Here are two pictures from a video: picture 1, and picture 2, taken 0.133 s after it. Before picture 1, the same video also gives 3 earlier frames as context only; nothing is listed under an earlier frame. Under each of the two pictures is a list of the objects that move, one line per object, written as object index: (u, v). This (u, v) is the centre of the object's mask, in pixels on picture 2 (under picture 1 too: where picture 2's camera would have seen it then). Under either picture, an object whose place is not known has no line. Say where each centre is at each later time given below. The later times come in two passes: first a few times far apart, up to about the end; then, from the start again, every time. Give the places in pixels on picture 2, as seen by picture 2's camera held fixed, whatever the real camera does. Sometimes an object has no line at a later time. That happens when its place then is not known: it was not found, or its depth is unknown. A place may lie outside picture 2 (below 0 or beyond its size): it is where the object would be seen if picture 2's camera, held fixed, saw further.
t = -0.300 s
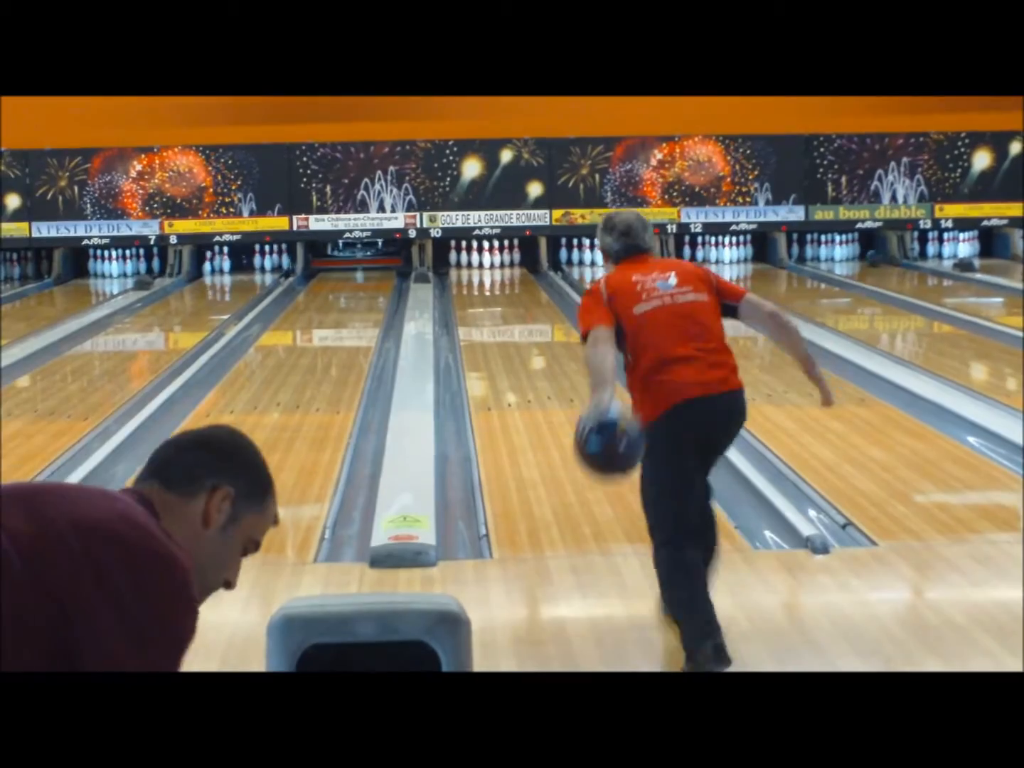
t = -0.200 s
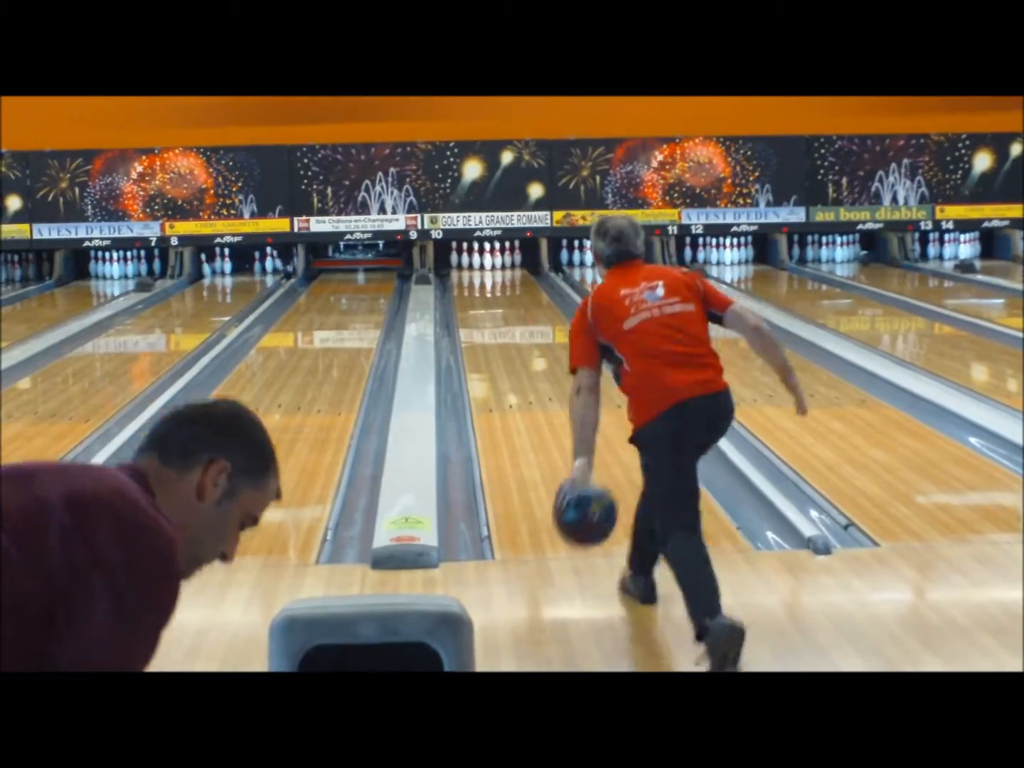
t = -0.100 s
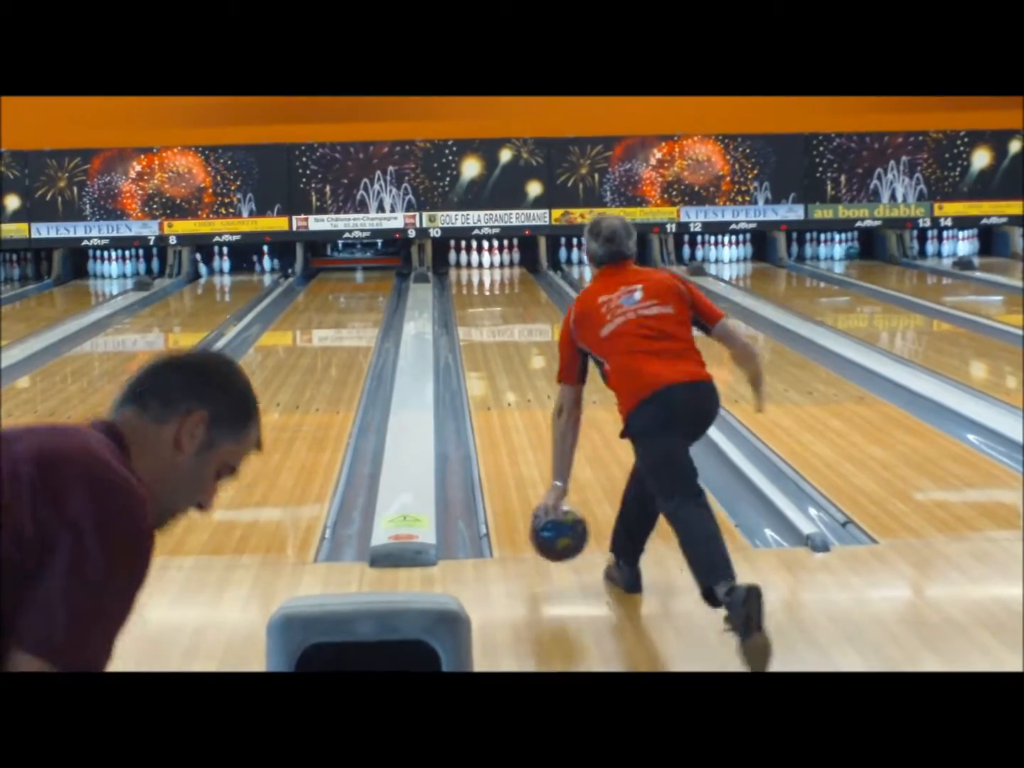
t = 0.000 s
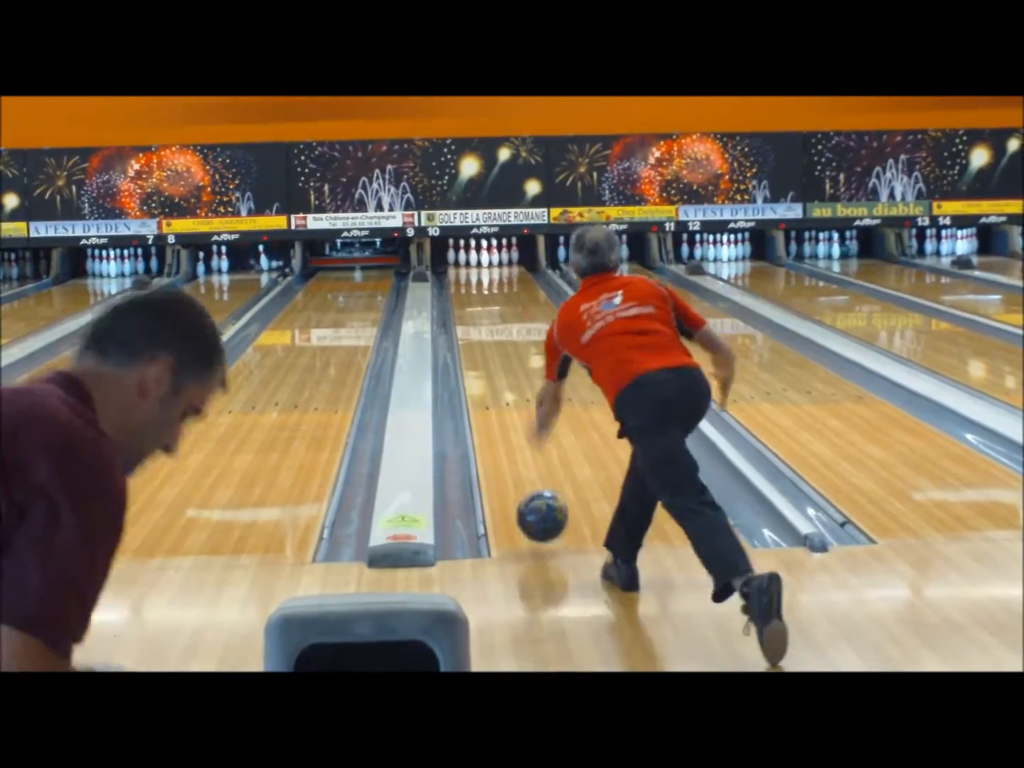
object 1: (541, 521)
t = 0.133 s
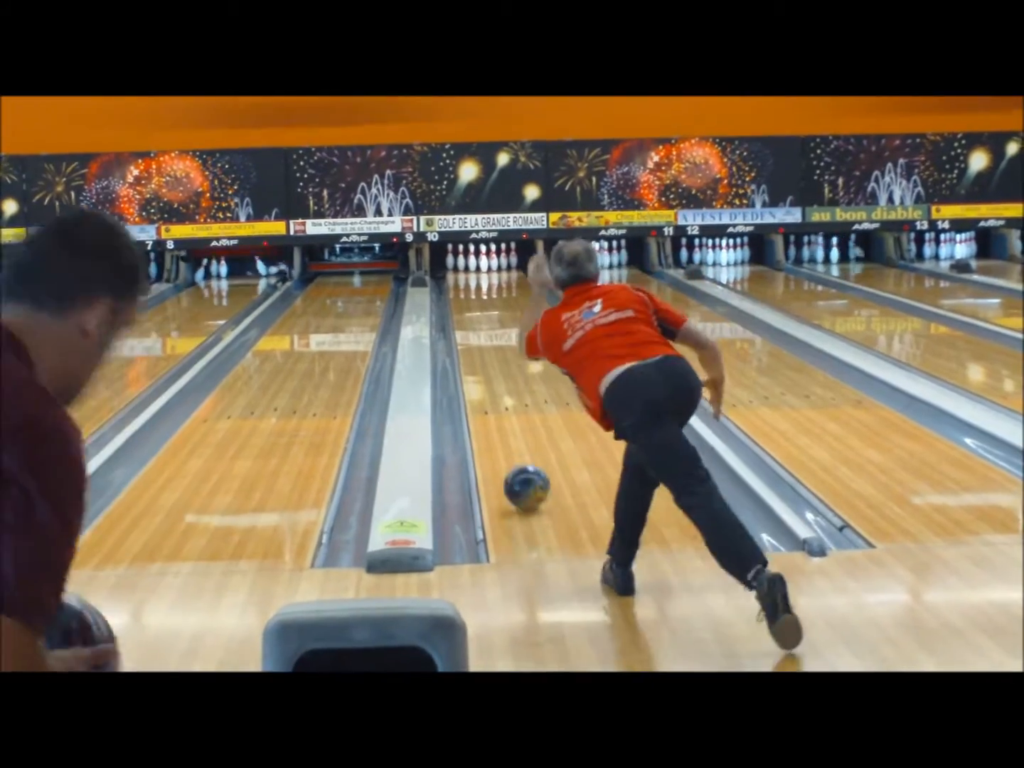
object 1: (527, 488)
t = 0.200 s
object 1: (521, 470)
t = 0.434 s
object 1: (504, 418)
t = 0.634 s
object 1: (493, 386)
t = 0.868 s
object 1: (487, 358)
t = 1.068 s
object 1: (482, 339)
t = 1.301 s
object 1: (477, 322)
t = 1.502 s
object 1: (474, 308)
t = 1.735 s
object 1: (475, 295)
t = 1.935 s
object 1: (475, 287)
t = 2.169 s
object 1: (477, 277)
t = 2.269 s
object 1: (477, 274)
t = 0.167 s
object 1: (524, 479)
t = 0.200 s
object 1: (521, 470)
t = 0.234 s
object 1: (518, 461)
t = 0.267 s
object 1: (516, 453)
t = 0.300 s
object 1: (513, 445)
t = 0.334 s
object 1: (510, 439)
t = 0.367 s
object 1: (508, 431)
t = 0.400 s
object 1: (506, 425)
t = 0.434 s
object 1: (504, 418)
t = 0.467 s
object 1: (502, 412)
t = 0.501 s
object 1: (497, 407)
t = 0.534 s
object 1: (498, 401)
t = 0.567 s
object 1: (497, 396)
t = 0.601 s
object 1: (495, 392)
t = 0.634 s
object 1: (493, 386)
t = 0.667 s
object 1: (493, 381)
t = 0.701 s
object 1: (492, 377)
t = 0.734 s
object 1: (490, 374)
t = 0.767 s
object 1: (489, 369)
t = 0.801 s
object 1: (489, 366)
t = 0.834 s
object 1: (488, 362)
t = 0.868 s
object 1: (487, 358)
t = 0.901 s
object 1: (487, 354)
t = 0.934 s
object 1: (486, 351)
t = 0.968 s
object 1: (484, 349)
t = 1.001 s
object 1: (484, 345)
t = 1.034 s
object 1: (483, 342)
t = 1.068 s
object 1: (482, 339)
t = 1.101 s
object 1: (481, 336)
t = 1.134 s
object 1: (480, 333)
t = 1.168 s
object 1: (479, 330)
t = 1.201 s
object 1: (480, 326)
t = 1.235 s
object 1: (478, 324)
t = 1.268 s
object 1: (478, 324)
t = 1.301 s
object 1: (477, 322)
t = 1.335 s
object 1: (478, 318)
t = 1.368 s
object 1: (478, 316)
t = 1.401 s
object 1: (475, 315)
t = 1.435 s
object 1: (474, 312)
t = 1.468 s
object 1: (474, 310)
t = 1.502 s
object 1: (474, 308)
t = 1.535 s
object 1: (476, 306)
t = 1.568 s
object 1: (474, 304)
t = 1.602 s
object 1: (474, 304)
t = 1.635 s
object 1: (474, 301)
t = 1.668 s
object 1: (476, 299)
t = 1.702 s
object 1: (477, 297)
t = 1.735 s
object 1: (475, 295)
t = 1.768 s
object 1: (474, 294)
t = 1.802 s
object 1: (476, 291)
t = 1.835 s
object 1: (476, 290)
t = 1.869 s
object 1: (474, 289)
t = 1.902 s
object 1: (473, 288)
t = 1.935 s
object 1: (475, 287)
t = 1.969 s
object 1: (476, 286)
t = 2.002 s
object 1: (475, 283)
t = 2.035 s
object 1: (476, 282)
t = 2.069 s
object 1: (475, 282)
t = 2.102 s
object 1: (474, 281)
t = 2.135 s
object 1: (475, 279)
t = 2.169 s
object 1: (477, 277)
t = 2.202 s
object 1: (476, 277)
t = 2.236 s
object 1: (477, 276)
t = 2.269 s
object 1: (477, 274)
